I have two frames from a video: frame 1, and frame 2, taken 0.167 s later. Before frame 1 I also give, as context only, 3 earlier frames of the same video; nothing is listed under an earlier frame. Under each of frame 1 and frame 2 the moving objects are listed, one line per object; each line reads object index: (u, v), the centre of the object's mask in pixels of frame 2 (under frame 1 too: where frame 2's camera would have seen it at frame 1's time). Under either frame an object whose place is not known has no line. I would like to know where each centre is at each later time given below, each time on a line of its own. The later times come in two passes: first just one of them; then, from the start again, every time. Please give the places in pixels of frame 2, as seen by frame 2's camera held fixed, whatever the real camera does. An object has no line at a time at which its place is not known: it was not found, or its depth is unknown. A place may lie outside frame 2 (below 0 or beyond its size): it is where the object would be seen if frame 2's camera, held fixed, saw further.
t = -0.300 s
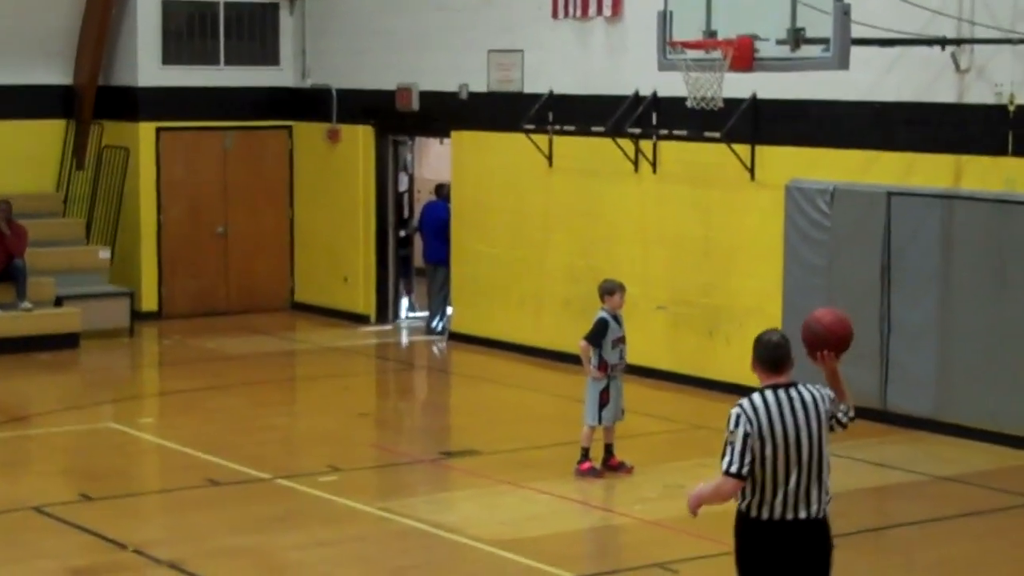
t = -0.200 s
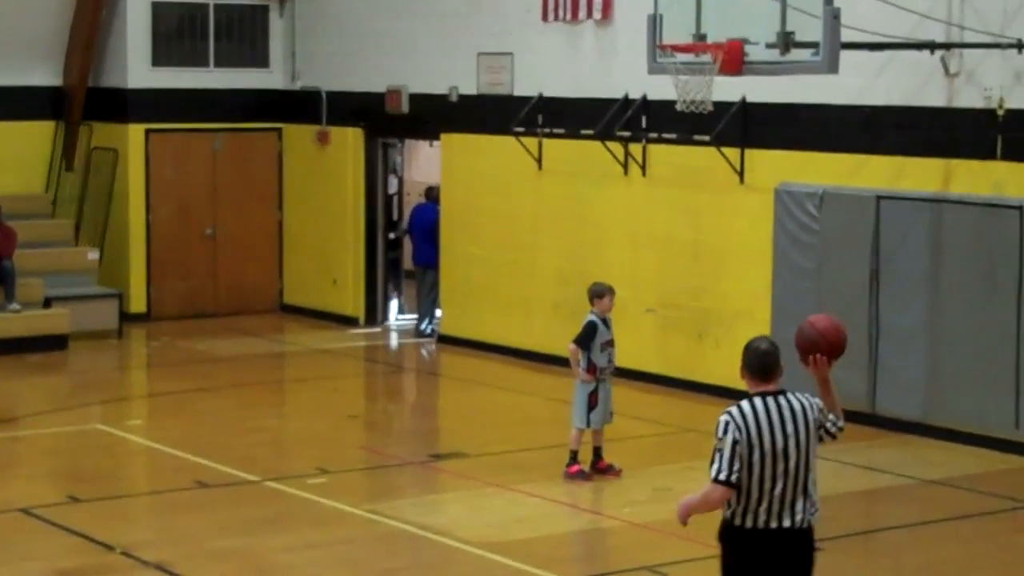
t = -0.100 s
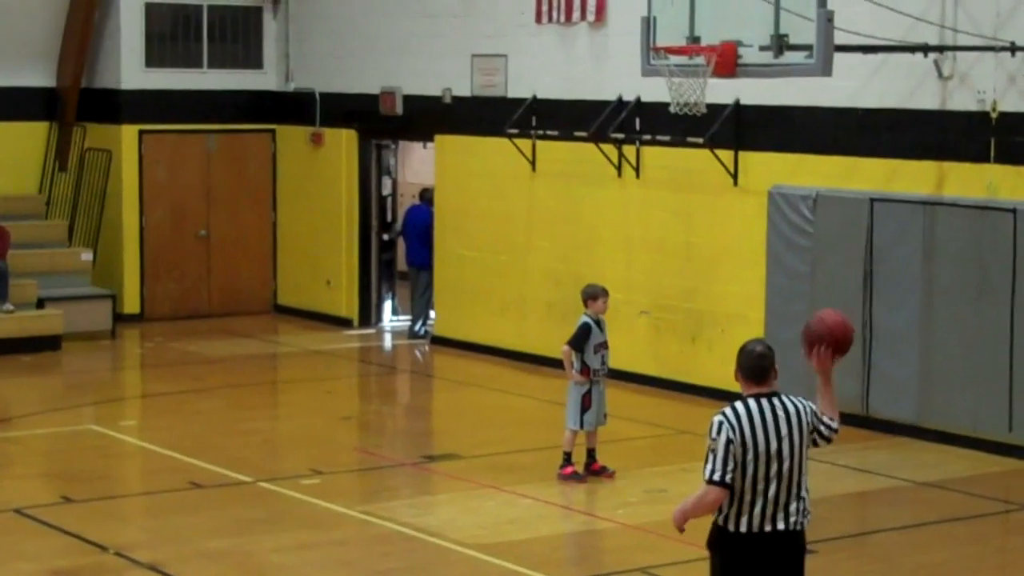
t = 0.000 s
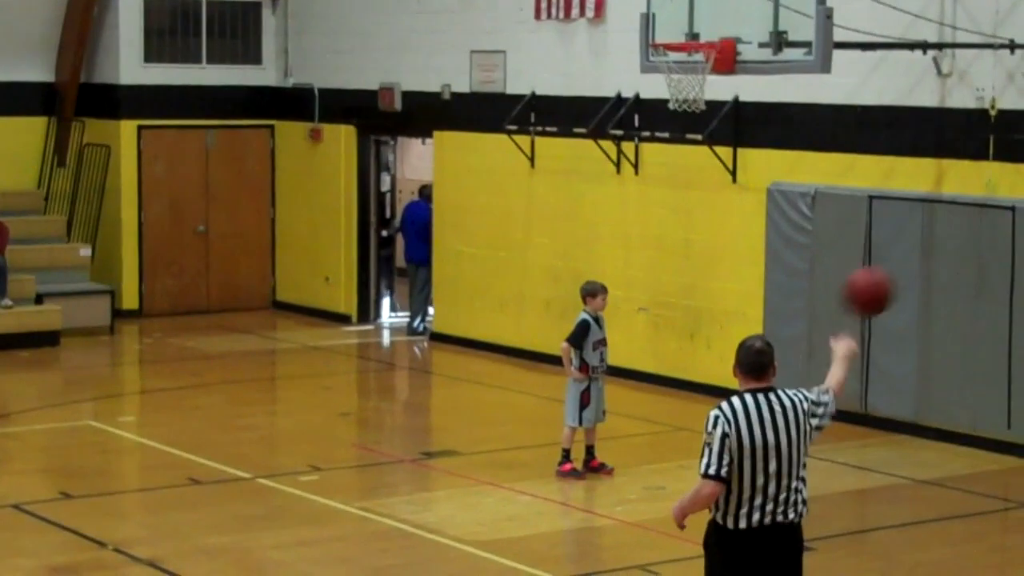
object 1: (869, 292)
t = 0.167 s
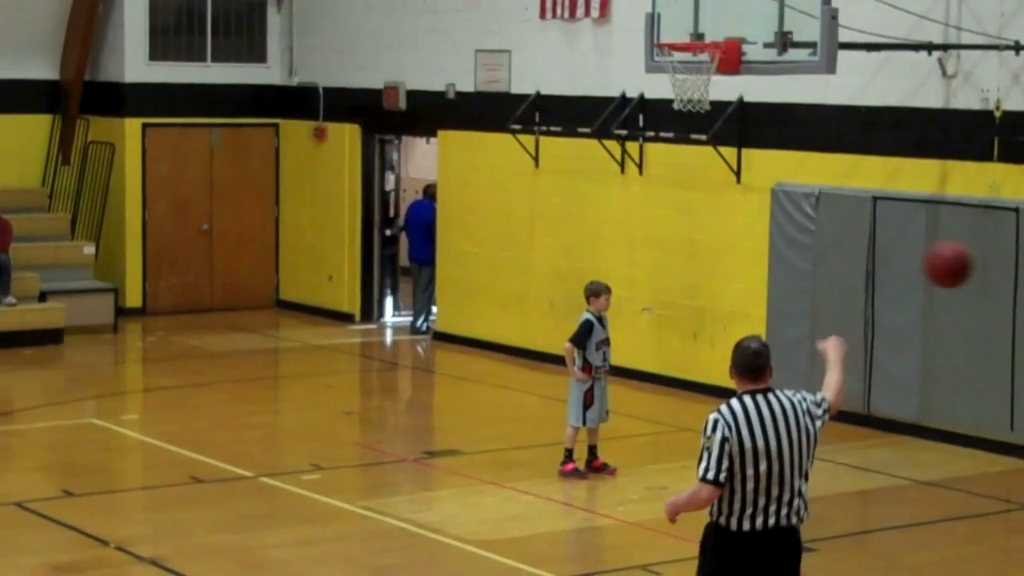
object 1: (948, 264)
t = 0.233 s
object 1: (977, 269)
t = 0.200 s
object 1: (962, 266)
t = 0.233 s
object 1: (977, 269)
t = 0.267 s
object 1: (989, 277)
